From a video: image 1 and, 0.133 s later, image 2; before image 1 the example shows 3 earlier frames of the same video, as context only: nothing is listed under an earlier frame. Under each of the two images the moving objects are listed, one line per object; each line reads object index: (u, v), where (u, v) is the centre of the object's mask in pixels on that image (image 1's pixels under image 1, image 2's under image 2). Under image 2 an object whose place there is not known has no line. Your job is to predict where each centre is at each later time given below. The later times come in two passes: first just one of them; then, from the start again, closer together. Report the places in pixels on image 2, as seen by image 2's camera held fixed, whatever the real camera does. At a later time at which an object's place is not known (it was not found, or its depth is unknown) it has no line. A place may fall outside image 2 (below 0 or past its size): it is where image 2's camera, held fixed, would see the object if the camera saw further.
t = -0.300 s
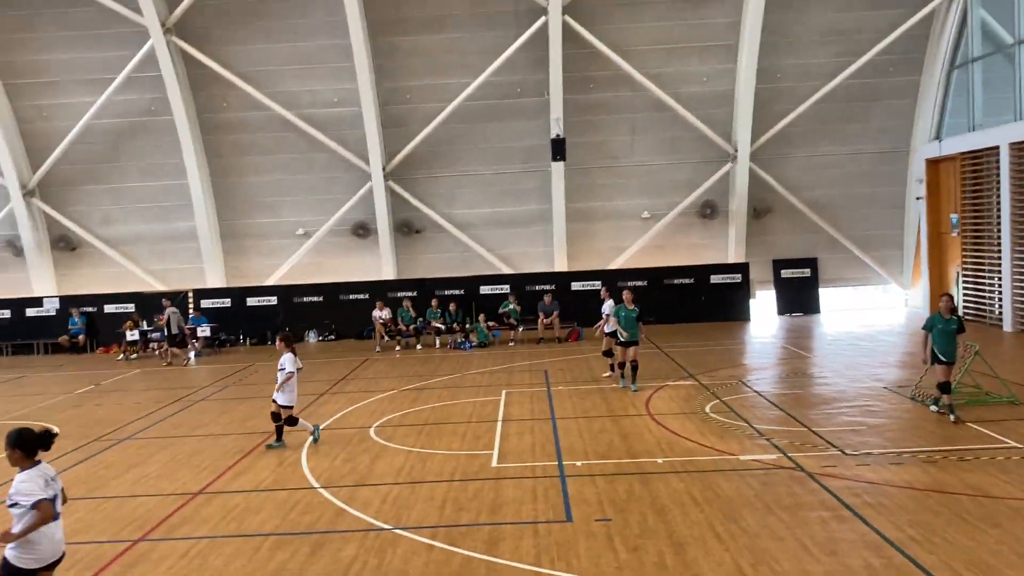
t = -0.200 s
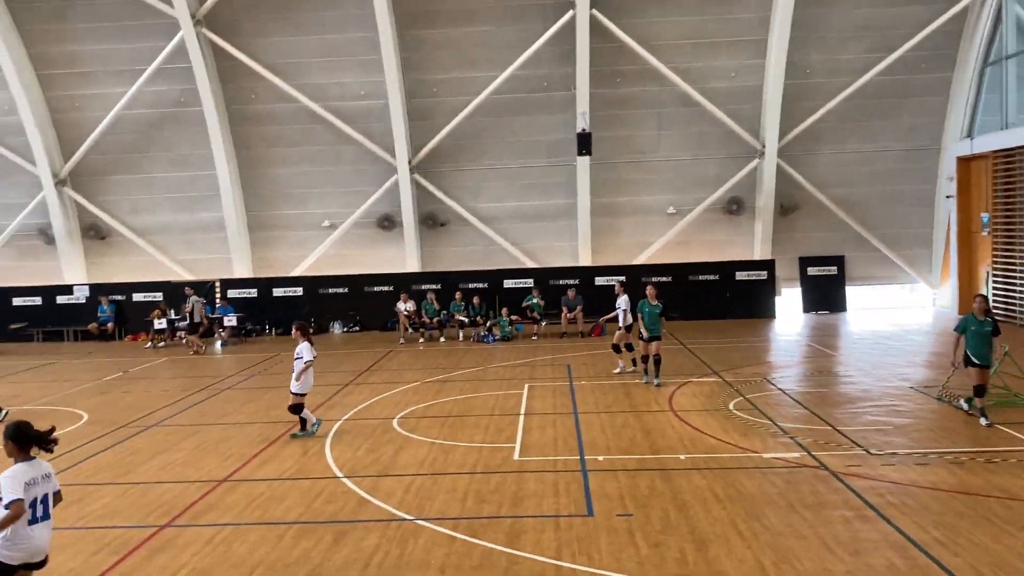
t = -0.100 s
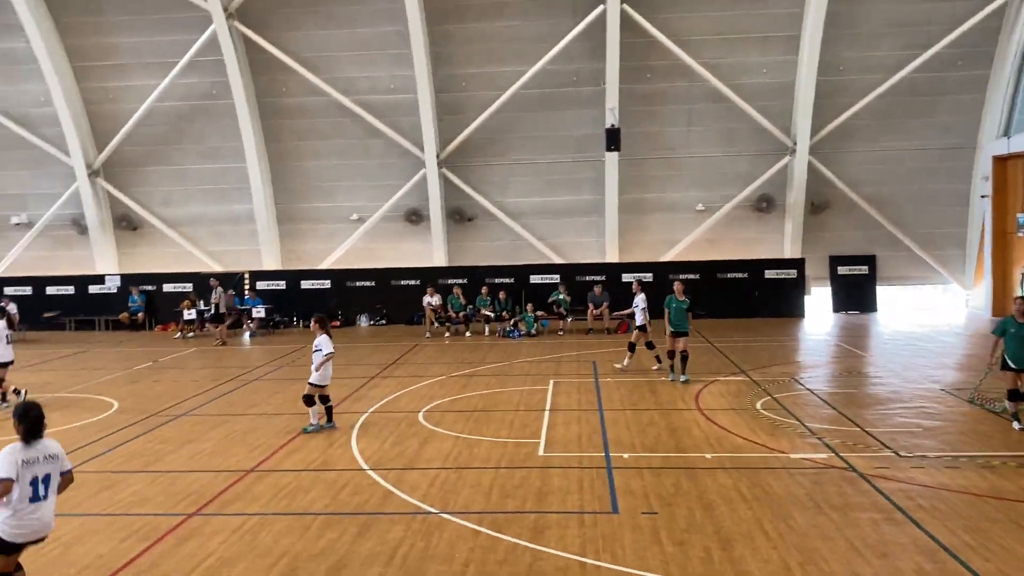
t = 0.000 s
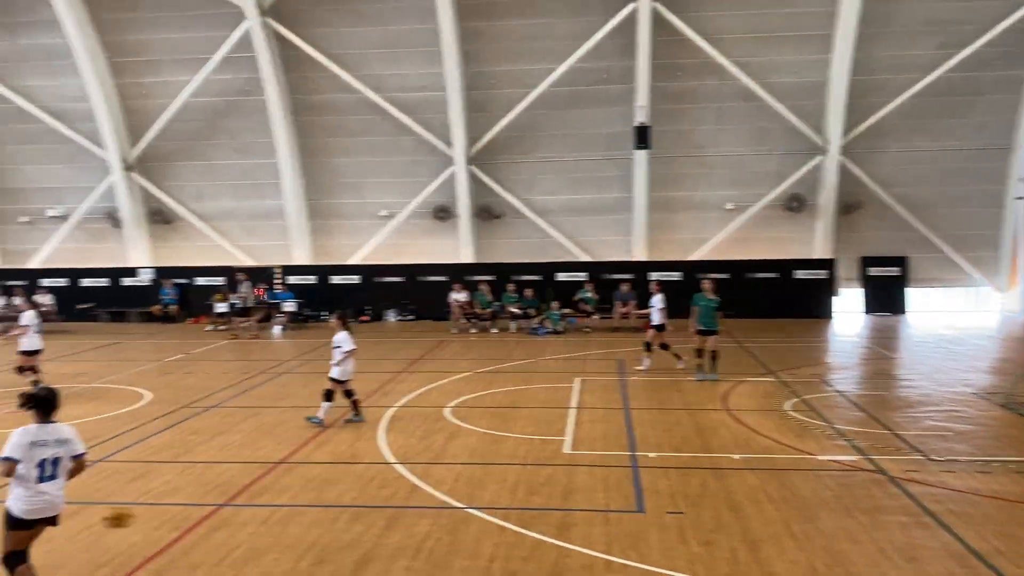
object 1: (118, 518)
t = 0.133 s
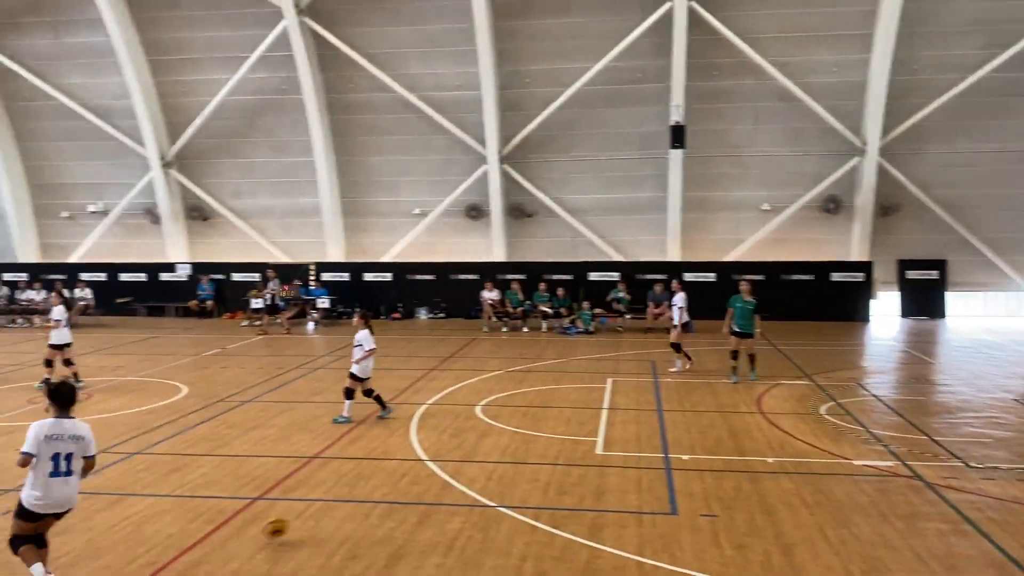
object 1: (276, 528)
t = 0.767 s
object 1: (602, 498)
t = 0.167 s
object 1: (294, 514)
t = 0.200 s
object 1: (312, 501)
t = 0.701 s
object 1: (569, 481)
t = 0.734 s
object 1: (586, 490)
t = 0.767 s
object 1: (602, 498)
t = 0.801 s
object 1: (617, 487)
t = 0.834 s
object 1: (632, 477)
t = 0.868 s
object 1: (646, 469)
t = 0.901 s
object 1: (661, 461)
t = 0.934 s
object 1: (676, 455)
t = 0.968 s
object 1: (690, 450)
